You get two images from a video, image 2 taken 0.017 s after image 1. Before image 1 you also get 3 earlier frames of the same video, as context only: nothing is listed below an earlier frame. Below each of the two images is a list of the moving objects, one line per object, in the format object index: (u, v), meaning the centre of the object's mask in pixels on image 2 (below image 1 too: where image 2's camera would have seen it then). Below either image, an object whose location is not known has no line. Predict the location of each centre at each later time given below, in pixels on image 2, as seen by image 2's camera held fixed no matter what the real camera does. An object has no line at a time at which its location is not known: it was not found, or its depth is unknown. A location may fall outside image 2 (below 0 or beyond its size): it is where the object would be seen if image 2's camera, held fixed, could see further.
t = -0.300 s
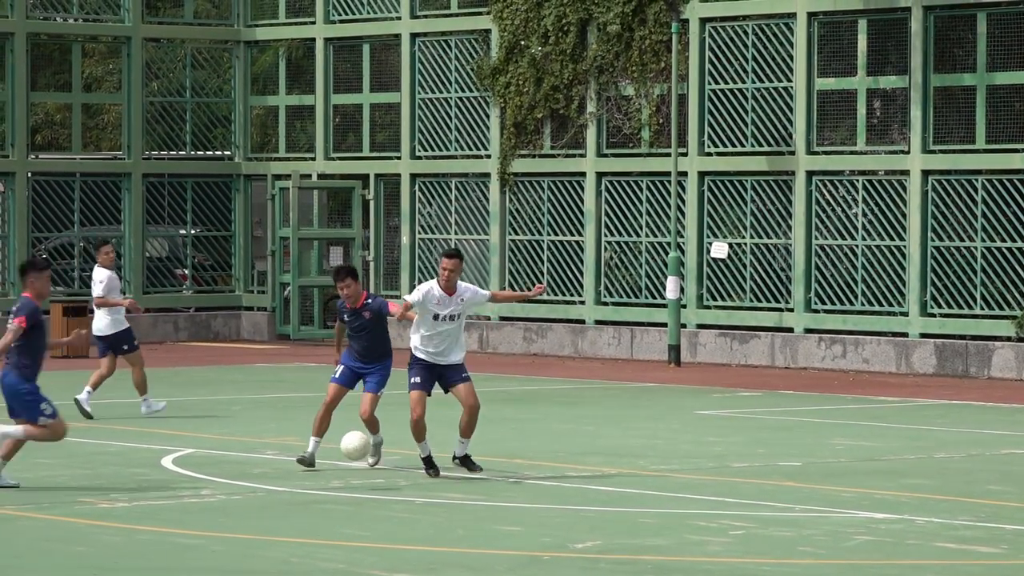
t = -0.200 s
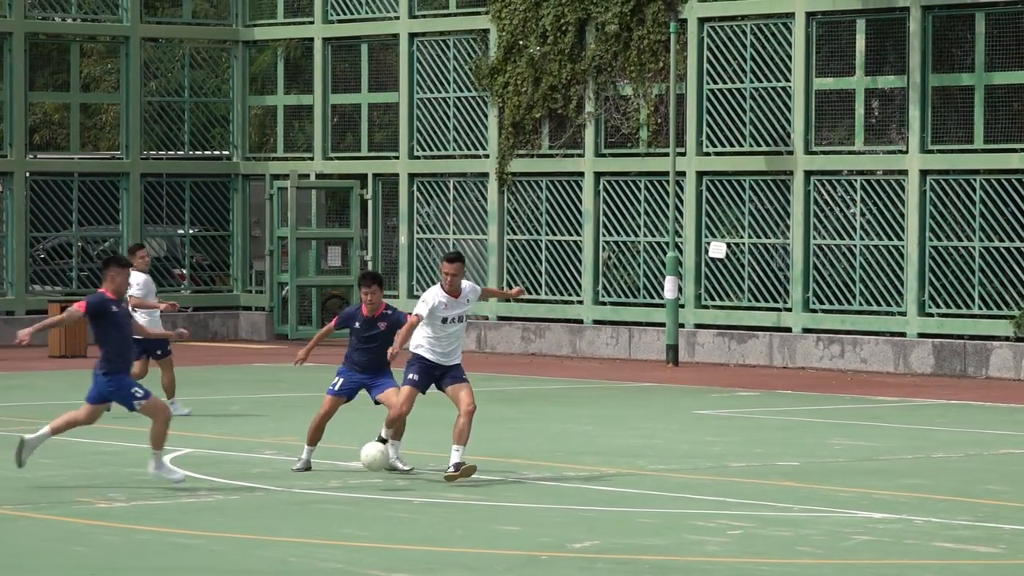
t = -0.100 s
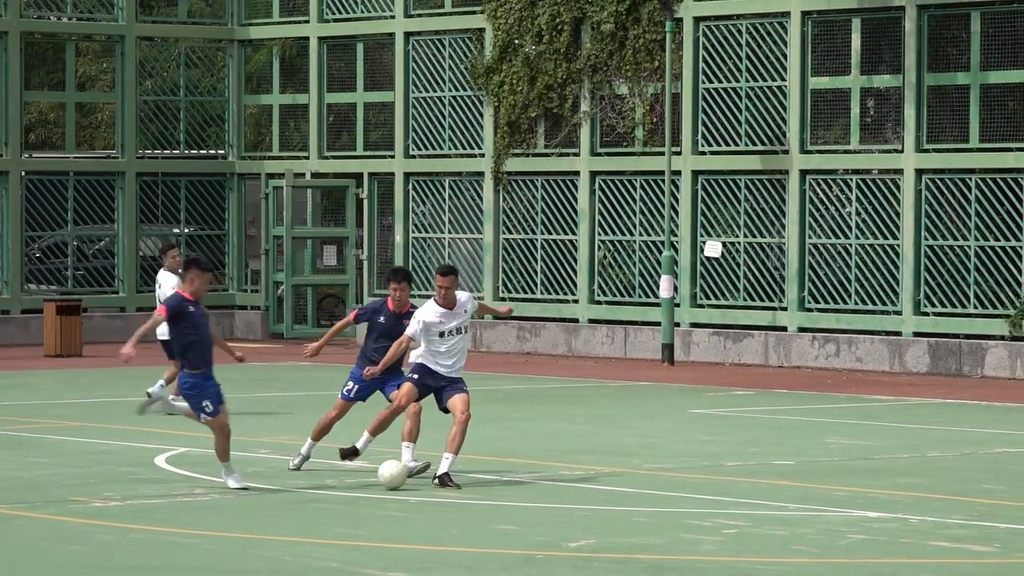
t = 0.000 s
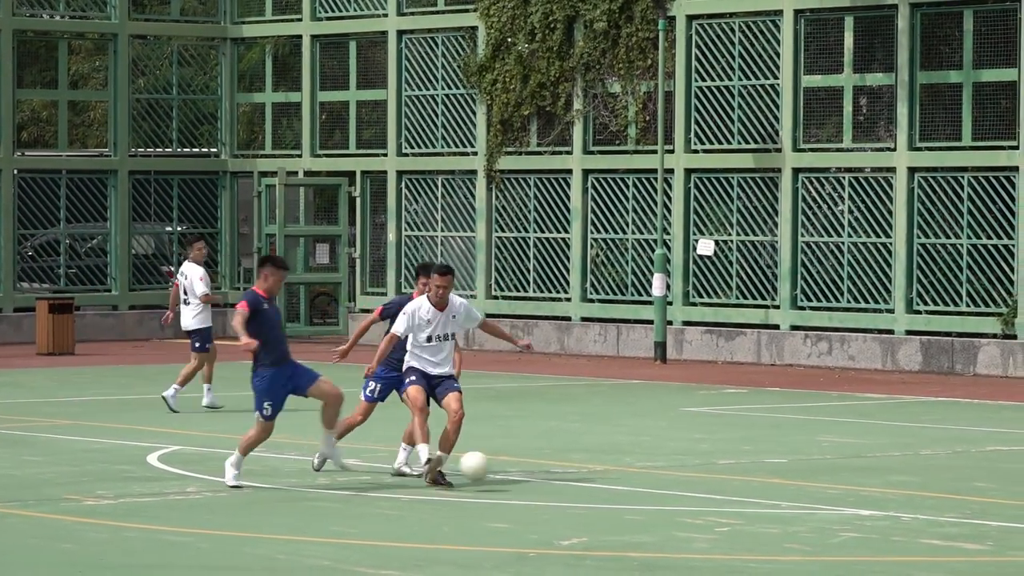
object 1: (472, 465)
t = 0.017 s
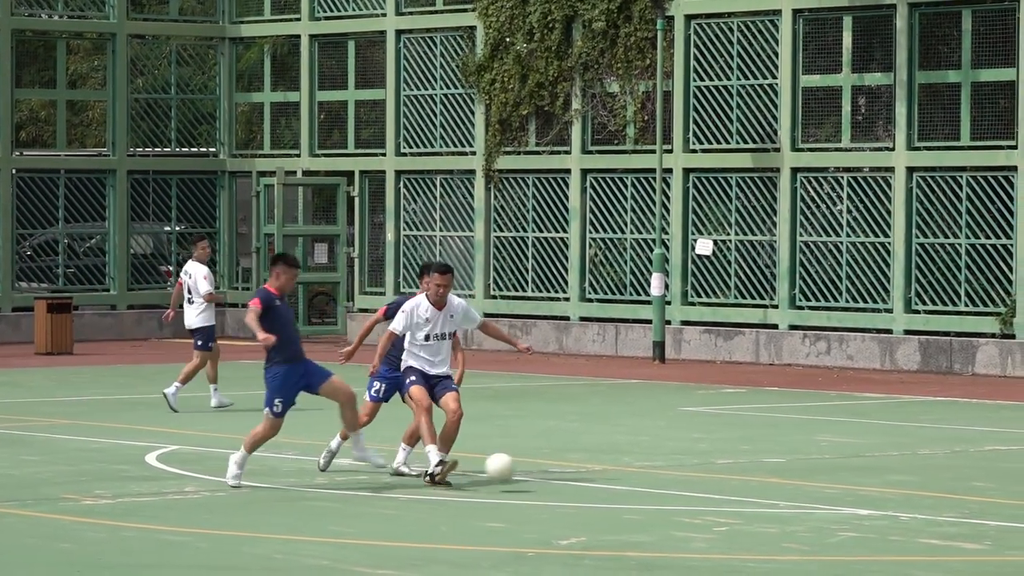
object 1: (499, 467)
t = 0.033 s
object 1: (527, 470)
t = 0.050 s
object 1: (555, 473)
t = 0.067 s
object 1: (583, 477)
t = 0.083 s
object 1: (612, 481)
